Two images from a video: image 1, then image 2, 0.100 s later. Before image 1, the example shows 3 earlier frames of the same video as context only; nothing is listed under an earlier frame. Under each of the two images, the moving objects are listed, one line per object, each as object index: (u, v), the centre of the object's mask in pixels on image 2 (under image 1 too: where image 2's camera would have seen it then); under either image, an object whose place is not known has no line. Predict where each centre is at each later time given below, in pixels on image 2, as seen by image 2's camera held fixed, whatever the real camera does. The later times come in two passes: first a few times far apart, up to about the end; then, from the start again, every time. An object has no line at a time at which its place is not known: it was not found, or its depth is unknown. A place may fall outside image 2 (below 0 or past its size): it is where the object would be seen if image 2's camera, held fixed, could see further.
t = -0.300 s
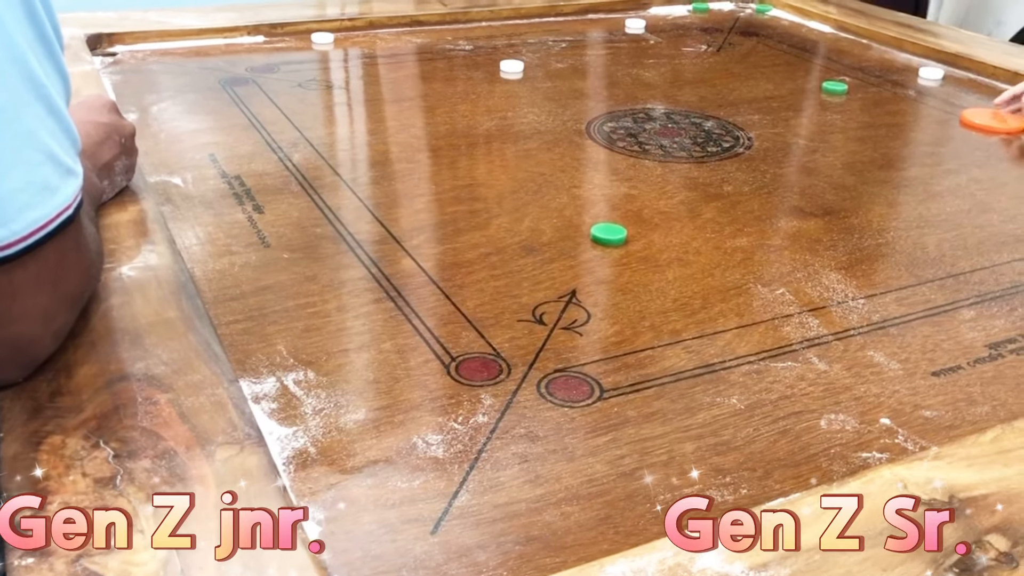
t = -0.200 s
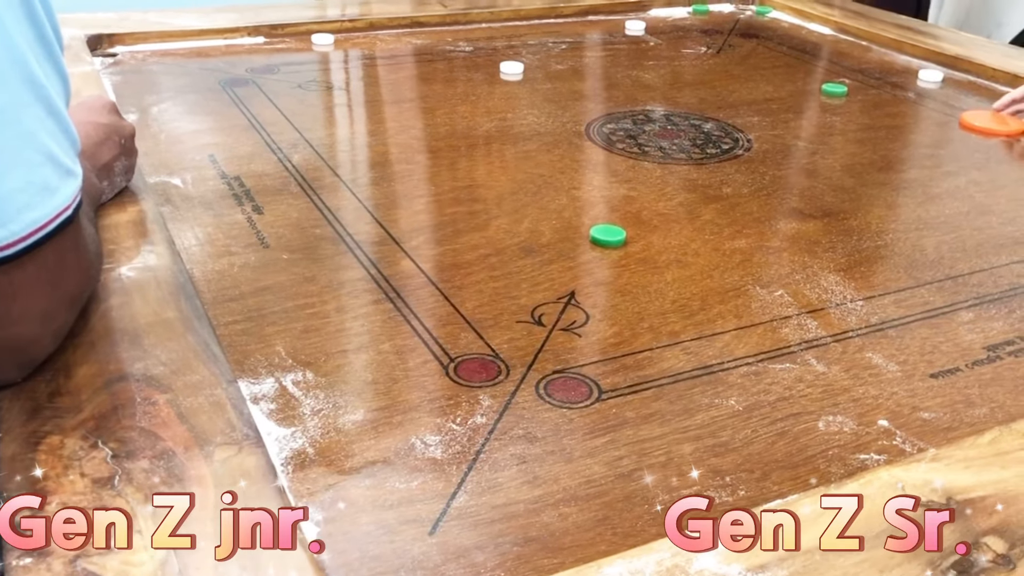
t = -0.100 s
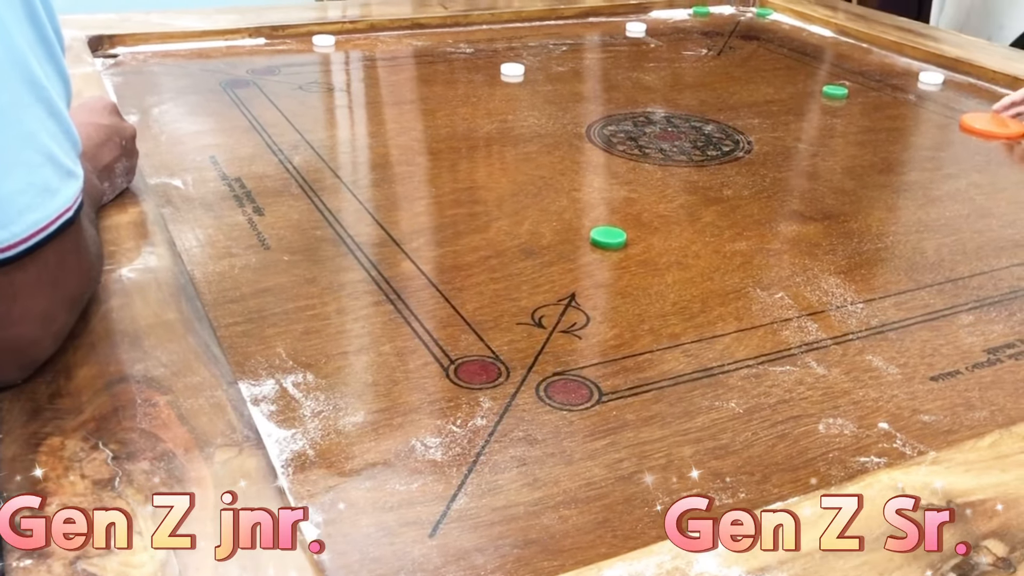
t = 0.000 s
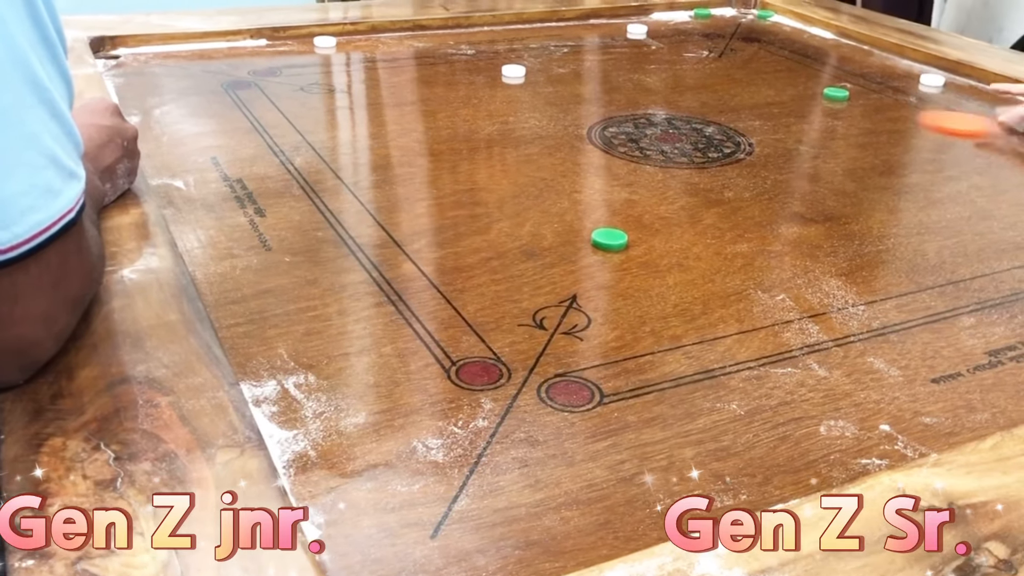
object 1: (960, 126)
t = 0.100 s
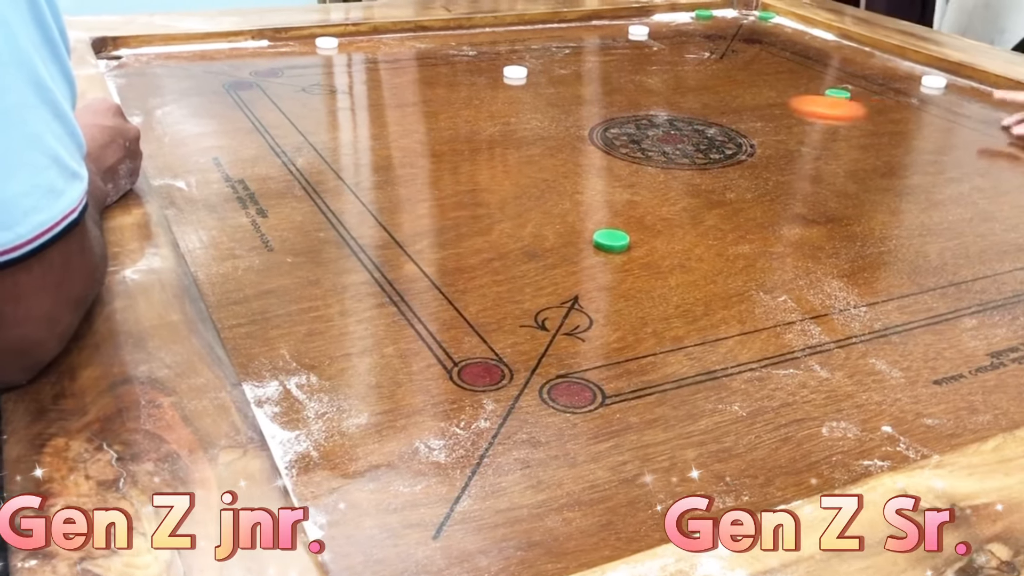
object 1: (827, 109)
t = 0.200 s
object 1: (713, 92)
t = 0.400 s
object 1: (532, 69)
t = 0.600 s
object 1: (438, 52)
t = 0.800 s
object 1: (373, 41)
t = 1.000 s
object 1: (360, 50)
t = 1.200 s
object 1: (356, 53)
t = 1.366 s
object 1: (356, 52)
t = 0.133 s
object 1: (787, 102)
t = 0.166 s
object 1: (750, 98)
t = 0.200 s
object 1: (713, 92)
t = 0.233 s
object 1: (678, 88)
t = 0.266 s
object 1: (644, 84)
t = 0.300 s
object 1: (612, 80)
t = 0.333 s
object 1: (580, 76)
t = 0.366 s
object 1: (553, 72)
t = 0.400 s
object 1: (532, 69)
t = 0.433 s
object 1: (514, 66)
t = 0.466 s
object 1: (497, 63)
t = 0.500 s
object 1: (481, 60)
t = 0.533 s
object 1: (465, 57)
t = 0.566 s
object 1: (451, 54)
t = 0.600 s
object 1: (438, 52)
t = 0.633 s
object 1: (425, 50)
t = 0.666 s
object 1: (413, 48)
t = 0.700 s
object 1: (401, 46)
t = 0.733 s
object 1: (390, 43)
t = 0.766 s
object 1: (380, 41)
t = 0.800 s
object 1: (373, 41)
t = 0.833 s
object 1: (371, 42)
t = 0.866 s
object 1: (369, 44)
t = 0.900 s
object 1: (367, 46)
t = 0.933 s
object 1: (366, 47)
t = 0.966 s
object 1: (362, 49)
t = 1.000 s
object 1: (360, 50)
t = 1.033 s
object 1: (359, 50)
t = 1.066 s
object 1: (358, 52)
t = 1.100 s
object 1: (357, 52)
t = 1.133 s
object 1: (356, 53)
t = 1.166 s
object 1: (356, 52)
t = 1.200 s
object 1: (356, 53)
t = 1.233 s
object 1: (356, 52)
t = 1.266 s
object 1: (356, 52)
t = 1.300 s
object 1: (356, 52)
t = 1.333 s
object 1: (356, 52)
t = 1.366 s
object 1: (356, 52)
